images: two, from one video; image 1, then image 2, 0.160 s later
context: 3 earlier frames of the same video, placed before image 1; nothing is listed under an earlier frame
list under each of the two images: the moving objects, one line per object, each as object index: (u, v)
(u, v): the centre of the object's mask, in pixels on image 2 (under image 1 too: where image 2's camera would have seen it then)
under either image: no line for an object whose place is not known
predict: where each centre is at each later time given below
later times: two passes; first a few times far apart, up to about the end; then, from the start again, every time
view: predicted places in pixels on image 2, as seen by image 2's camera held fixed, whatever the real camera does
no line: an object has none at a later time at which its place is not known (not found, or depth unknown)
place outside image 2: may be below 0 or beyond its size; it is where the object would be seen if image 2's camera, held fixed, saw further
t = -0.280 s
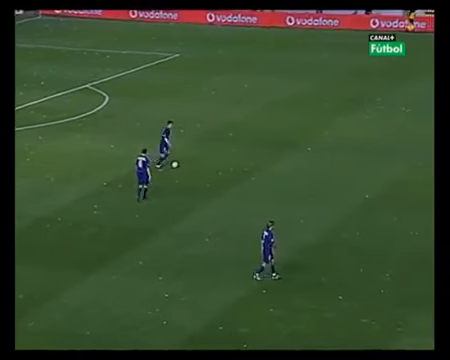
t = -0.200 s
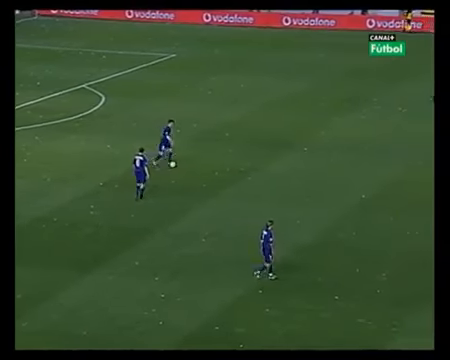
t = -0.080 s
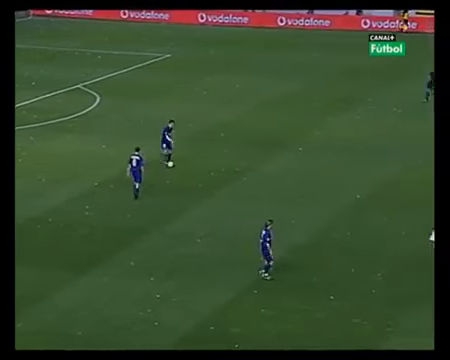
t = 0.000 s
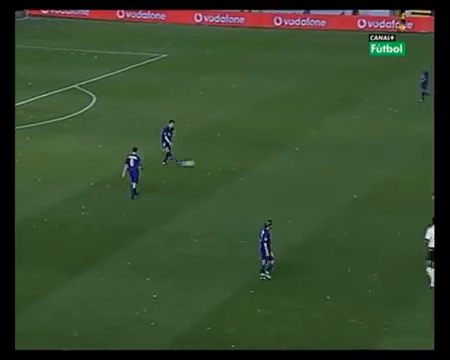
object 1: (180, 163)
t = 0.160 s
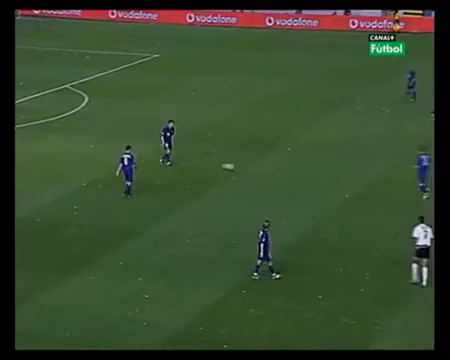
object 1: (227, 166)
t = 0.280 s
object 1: (263, 173)
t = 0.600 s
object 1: (346, 181)
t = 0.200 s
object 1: (240, 168)
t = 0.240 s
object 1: (251, 170)
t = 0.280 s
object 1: (263, 173)
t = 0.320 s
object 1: (275, 176)
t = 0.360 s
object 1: (286, 176)
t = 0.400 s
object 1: (296, 176)
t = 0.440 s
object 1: (307, 176)
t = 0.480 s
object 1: (316, 176)
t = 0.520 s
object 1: (326, 178)
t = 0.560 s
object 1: (336, 180)
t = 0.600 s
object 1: (346, 181)
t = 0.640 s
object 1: (355, 183)
